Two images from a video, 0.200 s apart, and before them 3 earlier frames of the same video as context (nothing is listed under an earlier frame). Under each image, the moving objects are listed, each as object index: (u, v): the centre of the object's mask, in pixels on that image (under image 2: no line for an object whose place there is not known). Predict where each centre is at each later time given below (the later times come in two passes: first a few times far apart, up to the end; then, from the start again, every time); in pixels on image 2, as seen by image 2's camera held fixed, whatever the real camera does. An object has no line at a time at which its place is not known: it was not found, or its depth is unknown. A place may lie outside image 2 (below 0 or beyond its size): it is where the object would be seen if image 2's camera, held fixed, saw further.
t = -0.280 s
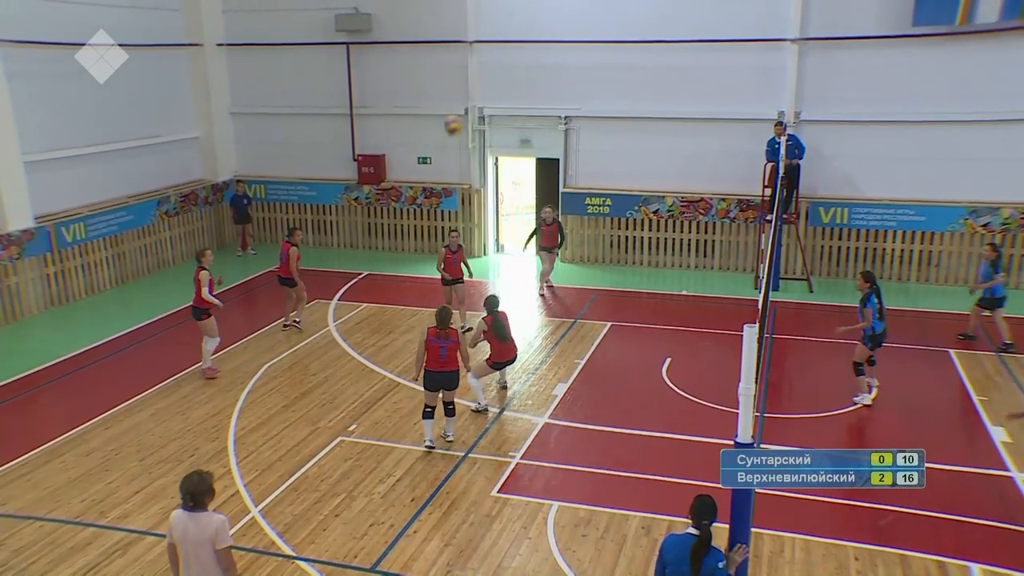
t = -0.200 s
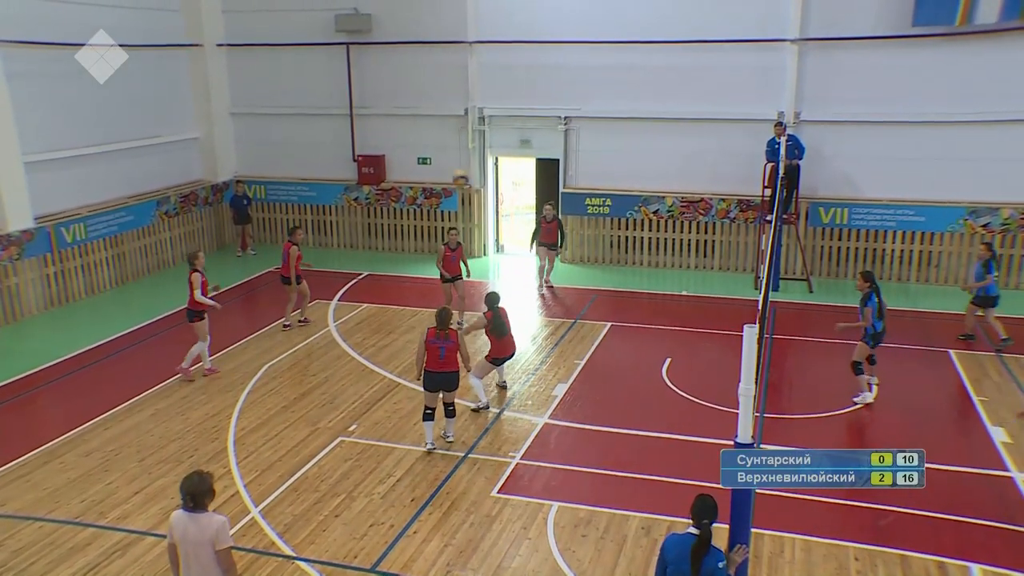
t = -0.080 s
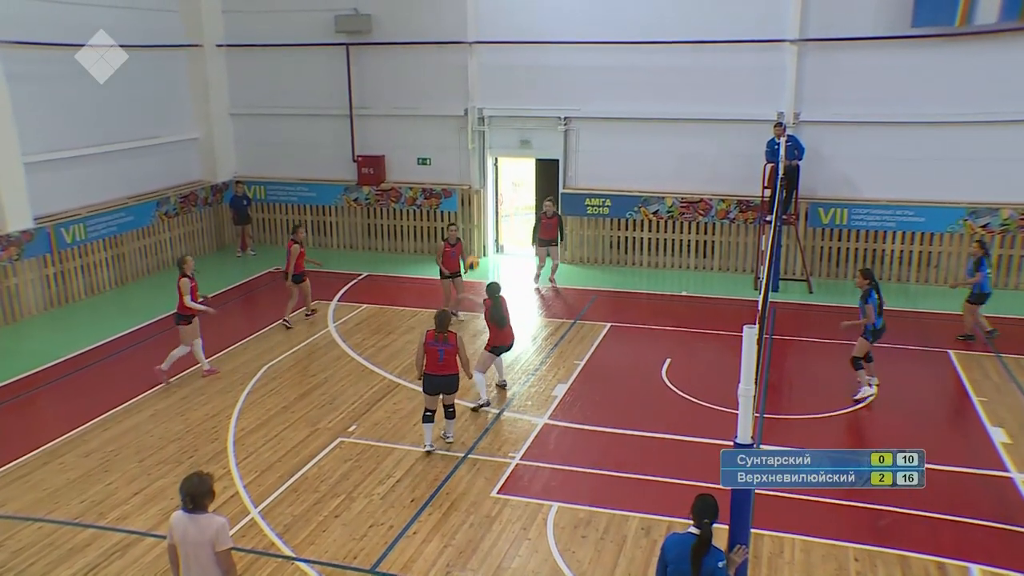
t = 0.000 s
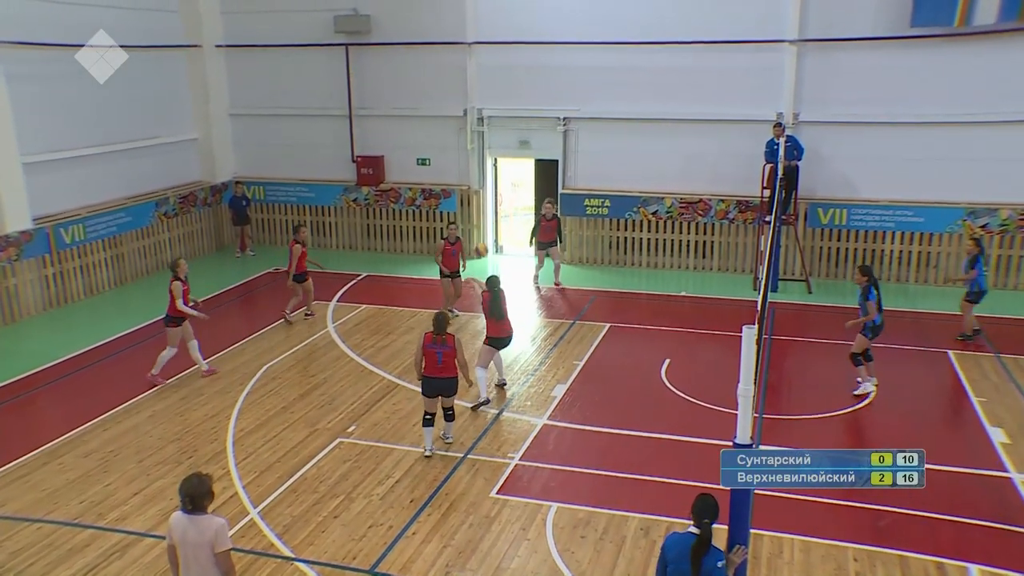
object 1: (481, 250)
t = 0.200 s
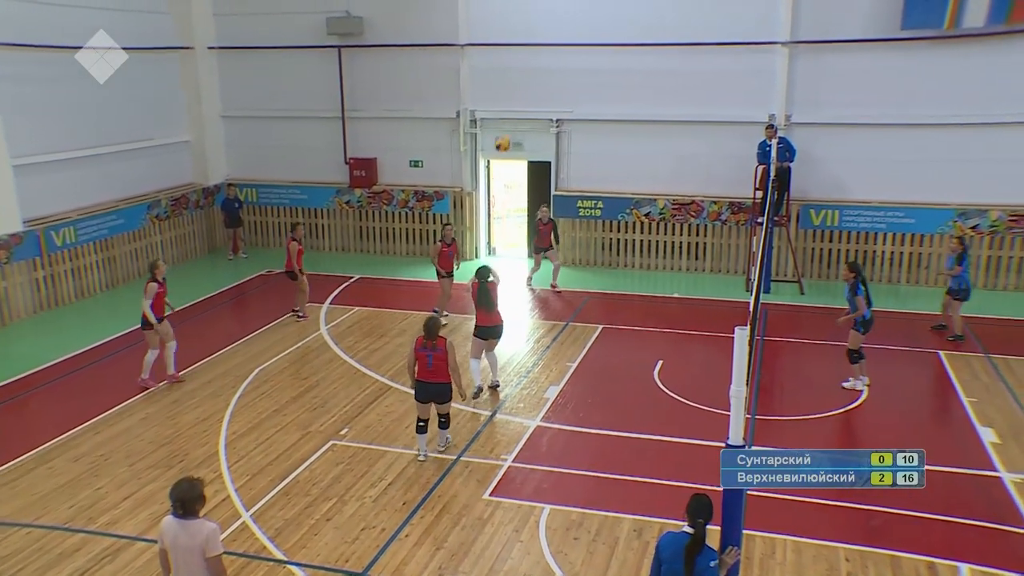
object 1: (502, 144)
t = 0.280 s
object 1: (513, 111)
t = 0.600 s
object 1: (555, 36)
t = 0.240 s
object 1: (508, 127)
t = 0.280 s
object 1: (513, 111)
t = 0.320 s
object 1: (518, 96)
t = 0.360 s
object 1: (523, 83)
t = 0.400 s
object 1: (529, 72)
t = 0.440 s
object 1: (535, 62)
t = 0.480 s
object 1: (540, 53)
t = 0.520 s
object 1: (545, 47)
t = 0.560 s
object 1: (550, 40)
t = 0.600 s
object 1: (555, 36)
